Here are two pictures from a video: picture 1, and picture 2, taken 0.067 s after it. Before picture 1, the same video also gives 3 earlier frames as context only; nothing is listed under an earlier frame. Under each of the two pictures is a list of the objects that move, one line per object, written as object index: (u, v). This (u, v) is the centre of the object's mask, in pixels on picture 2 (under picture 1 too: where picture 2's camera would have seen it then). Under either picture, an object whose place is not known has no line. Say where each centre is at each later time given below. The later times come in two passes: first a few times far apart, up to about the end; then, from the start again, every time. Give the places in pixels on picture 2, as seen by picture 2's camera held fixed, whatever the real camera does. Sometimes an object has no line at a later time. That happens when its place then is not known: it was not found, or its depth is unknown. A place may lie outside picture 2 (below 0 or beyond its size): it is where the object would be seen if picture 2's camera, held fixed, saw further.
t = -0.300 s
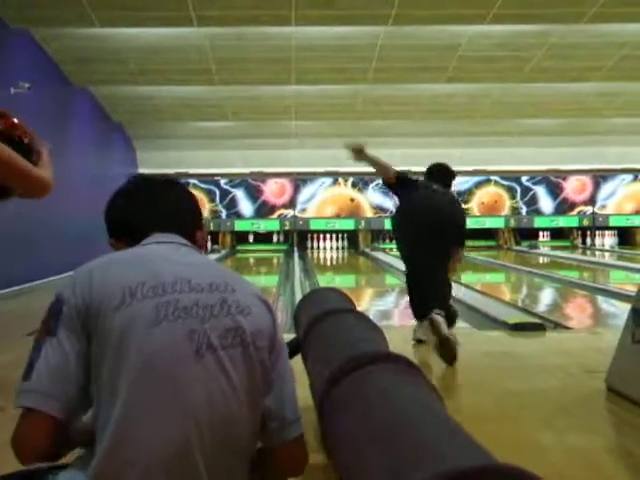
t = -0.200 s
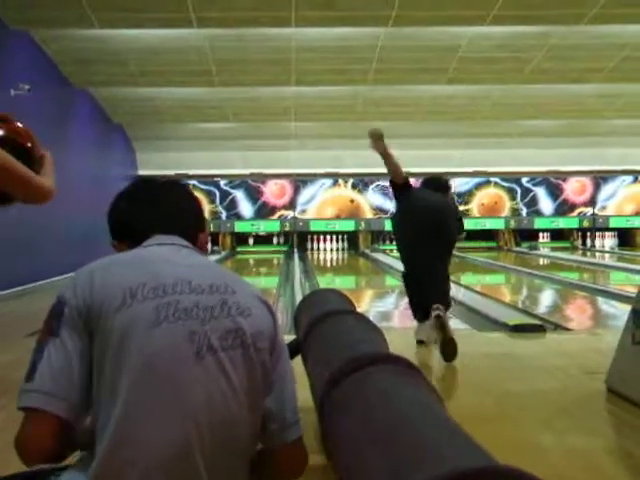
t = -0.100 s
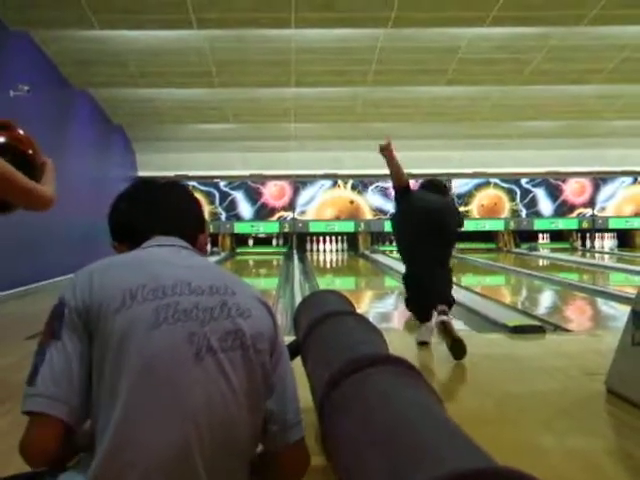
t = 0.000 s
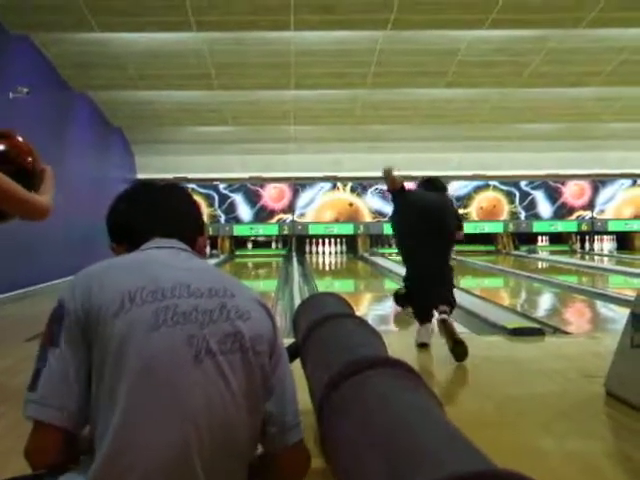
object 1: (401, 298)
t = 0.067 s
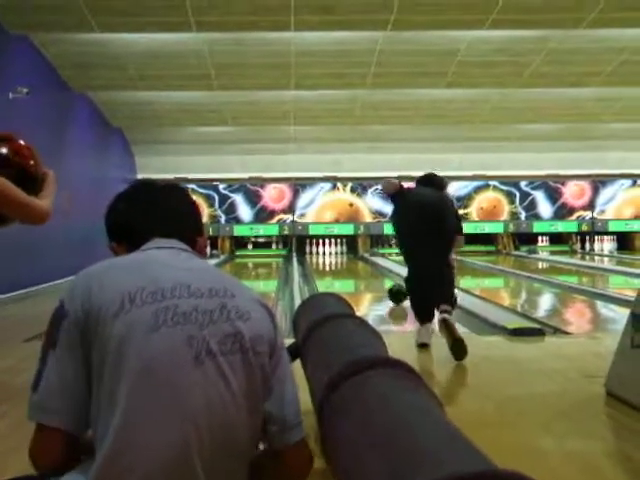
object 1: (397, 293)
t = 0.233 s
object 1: (384, 286)
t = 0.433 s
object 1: (371, 278)
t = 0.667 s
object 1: (360, 272)
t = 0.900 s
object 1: (351, 266)
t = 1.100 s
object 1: (344, 261)
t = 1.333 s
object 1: (337, 259)
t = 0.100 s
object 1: (394, 291)
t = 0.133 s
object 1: (391, 290)
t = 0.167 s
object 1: (389, 288)
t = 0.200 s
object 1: (387, 287)
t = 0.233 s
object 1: (384, 286)
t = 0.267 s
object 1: (382, 284)
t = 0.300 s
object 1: (379, 283)
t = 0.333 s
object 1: (377, 281)
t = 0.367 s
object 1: (375, 280)
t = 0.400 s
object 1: (373, 279)
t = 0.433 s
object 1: (371, 278)
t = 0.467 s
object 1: (369, 276)
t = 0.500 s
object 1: (368, 275)
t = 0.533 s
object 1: (366, 274)
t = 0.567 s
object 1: (364, 273)
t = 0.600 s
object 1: (363, 273)
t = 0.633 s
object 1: (361, 272)
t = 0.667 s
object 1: (360, 272)
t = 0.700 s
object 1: (358, 270)
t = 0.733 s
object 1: (357, 269)
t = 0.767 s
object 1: (355, 268)
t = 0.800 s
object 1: (353, 266)
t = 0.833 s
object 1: (352, 266)
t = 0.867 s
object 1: (352, 266)
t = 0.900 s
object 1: (351, 266)
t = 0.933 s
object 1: (350, 265)
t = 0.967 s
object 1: (348, 265)
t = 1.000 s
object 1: (347, 265)
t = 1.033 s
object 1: (346, 262)
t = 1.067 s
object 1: (345, 262)
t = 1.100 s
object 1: (344, 261)
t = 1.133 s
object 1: (342, 260)
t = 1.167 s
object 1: (341, 260)
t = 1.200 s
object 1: (341, 260)
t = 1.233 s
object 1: (341, 260)
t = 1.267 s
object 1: (339, 260)
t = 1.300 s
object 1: (337, 259)
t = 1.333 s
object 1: (337, 259)
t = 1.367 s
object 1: (336, 258)
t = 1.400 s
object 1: (334, 257)
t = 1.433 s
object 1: (334, 257)
